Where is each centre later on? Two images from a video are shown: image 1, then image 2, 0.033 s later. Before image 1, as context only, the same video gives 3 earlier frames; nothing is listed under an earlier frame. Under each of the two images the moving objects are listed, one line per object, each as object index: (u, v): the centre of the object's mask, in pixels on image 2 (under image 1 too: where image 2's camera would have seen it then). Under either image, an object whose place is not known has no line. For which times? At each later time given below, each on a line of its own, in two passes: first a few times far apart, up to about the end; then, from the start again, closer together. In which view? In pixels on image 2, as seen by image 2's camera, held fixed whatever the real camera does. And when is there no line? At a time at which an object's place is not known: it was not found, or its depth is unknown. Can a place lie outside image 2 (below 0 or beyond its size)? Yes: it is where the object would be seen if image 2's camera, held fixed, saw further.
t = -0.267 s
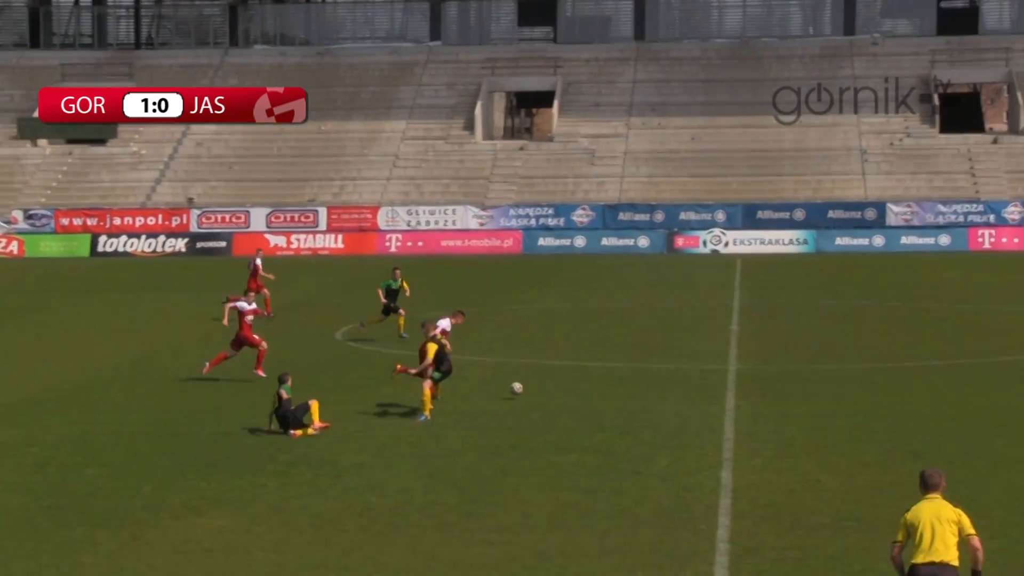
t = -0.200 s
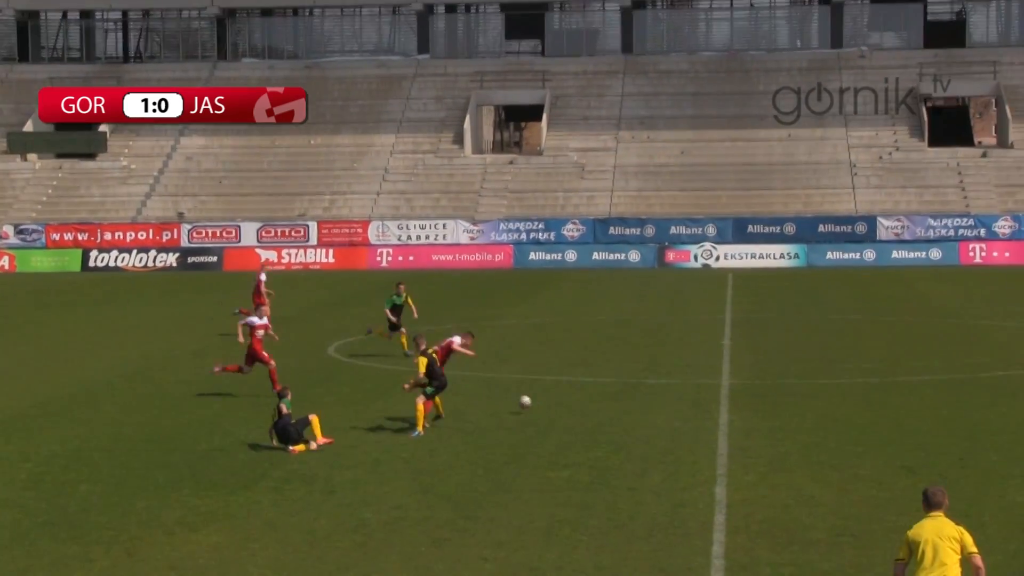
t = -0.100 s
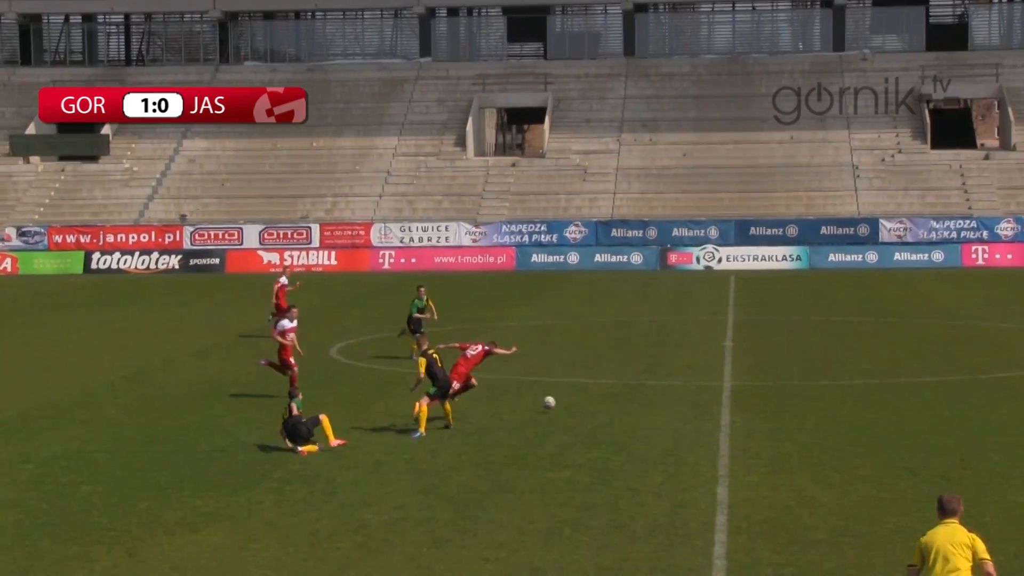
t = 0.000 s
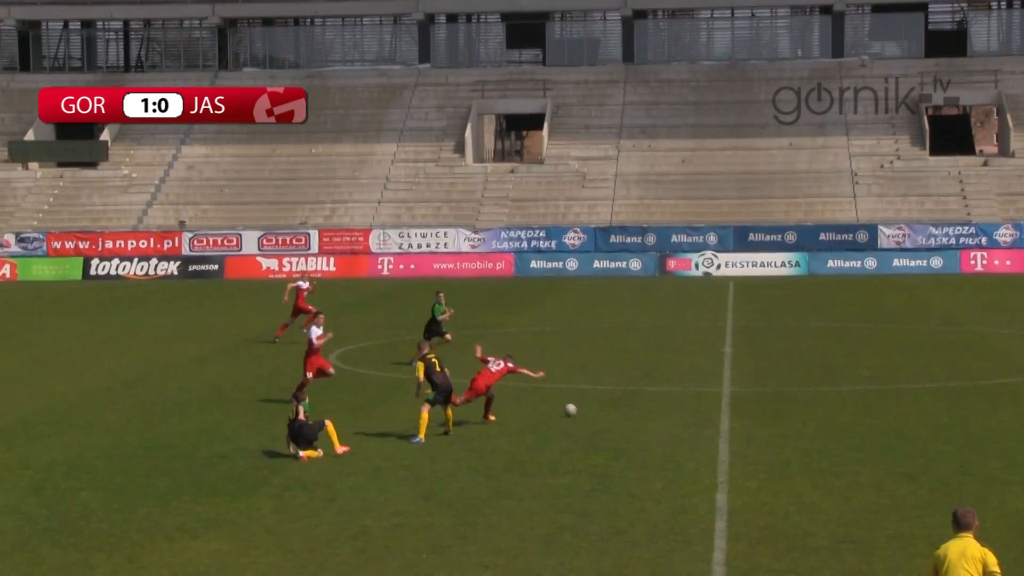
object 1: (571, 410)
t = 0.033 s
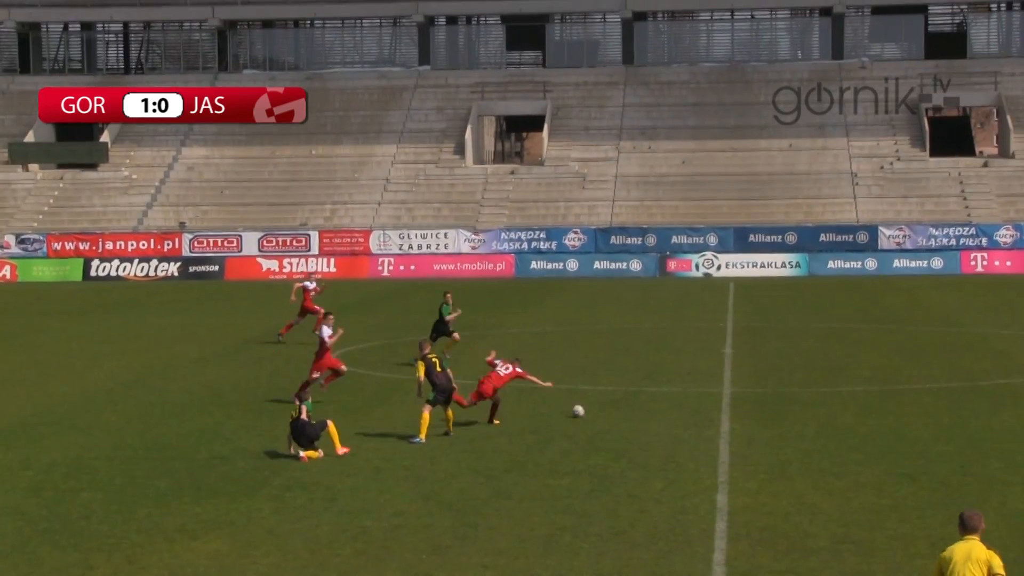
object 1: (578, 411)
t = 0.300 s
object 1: (633, 402)
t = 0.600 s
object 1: (691, 400)
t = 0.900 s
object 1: (744, 398)
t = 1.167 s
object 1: (790, 394)
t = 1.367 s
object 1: (823, 391)
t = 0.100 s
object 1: (591, 408)
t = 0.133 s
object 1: (598, 407)
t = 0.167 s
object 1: (605, 405)
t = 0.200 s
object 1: (612, 404)
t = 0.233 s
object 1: (619, 403)
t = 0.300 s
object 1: (633, 402)
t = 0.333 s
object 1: (639, 402)
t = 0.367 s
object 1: (646, 401)
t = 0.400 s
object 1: (651, 402)
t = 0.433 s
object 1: (657, 403)
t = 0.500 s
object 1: (673, 403)
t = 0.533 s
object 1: (679, 403)
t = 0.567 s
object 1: (685, 401)
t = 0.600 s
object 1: (691, 400)
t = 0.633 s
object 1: (697, 398)
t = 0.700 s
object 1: (709, 397)
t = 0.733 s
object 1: (715, 396)
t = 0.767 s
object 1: (721, 397)
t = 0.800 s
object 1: (728, 397)
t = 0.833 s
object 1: (732, 397)
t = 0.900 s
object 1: (744, 398)
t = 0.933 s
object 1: (750, 397)
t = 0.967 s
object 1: (756, 396)
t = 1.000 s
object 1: (762, 395)
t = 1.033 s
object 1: (767, 394)
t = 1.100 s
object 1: (779, 393)
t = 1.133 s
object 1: (785, 394)
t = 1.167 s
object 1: (790, 394)
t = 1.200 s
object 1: (796, 394)
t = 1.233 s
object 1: (801, 393)
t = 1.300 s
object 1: (812, 392)
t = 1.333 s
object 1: (817, 391)
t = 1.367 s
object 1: (823, 391)
